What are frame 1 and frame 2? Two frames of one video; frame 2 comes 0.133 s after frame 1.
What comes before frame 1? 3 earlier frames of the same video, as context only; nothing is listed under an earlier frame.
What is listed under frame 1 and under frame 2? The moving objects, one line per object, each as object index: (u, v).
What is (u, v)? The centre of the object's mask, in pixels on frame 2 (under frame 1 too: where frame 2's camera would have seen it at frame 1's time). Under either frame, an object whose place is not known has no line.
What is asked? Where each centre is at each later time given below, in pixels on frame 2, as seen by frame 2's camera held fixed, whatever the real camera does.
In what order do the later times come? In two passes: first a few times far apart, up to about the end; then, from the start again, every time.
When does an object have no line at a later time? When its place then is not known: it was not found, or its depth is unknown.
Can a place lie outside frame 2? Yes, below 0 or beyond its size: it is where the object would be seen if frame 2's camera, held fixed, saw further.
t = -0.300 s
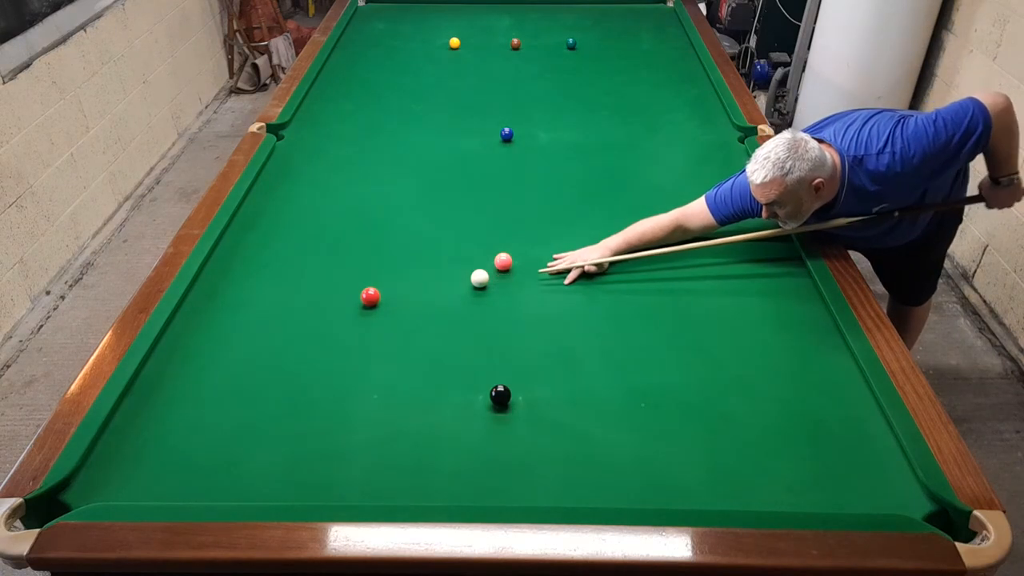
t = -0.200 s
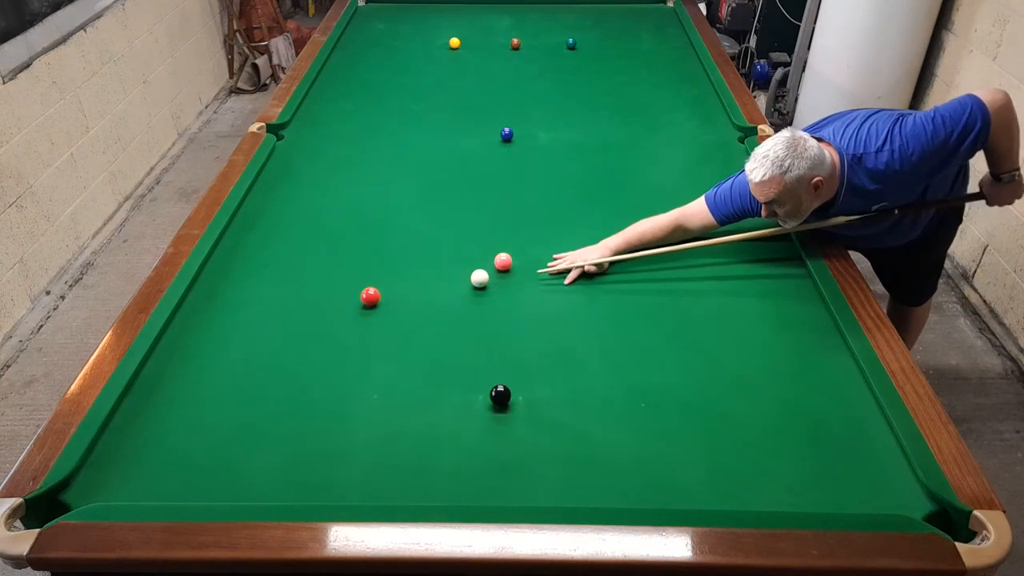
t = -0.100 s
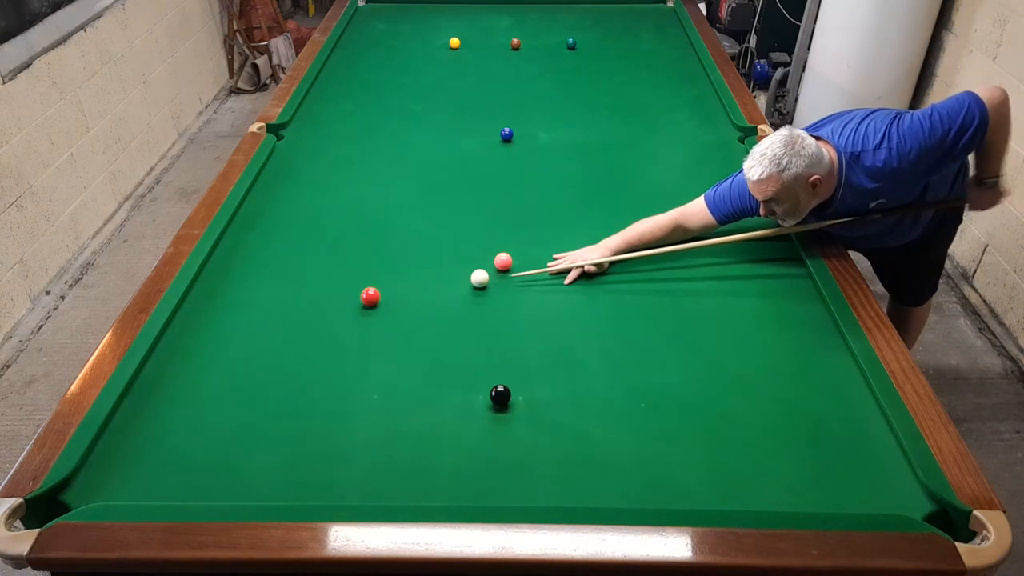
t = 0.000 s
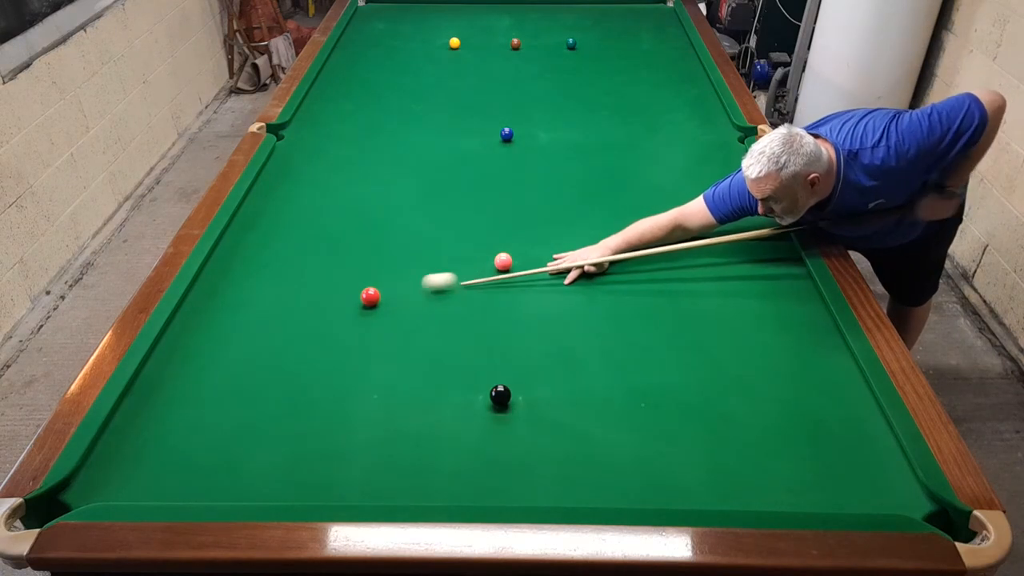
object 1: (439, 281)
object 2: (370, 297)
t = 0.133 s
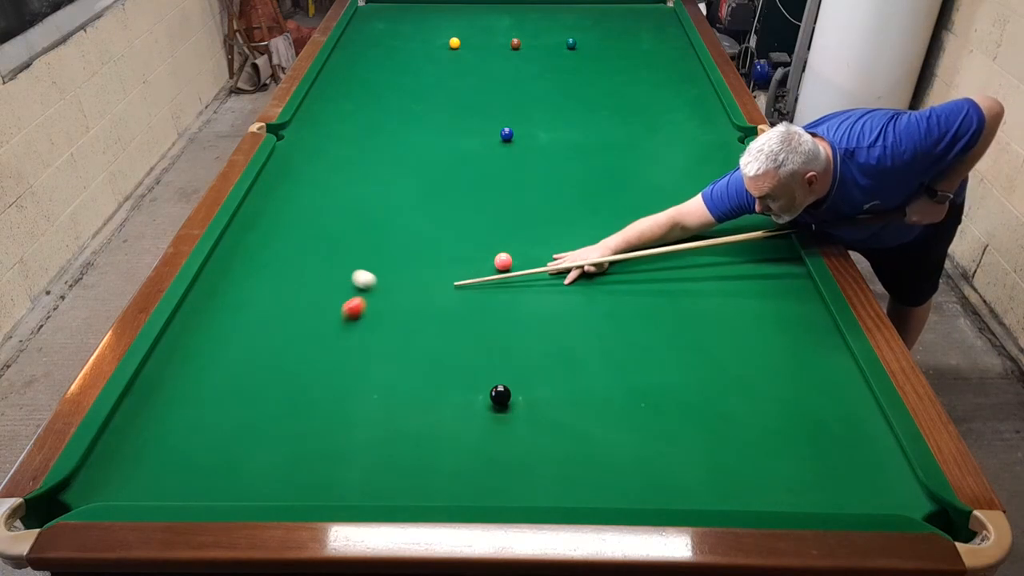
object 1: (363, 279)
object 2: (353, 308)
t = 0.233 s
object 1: (335, 267)
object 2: (325, 327)
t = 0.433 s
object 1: (300, 247)
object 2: (271, 365)
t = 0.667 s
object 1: (271, 227)
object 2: (201, 413)
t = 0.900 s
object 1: (246, 209)
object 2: (121, 467)
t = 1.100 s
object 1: (267, 197)
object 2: (49, 517)
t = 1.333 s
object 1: (292, 185)
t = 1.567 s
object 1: (314, 174)
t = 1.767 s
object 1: (331, 165)
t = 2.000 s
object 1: (348, 156)
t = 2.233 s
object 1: (364, 148)
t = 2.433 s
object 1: (376, 142)
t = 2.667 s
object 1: (389, 135)
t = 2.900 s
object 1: (400, 129)
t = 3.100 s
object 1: (408, 125)
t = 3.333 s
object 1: (417, 121)
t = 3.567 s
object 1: (425, 117)
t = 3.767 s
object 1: (430, 114)
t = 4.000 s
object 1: (436, 111)
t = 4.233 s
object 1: (441, 110)
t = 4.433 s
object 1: (444, 108)
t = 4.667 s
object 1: (448, 107)
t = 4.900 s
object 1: (450, 106)
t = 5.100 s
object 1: (451, 106)
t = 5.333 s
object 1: (452, 106)
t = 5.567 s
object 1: (452, 106)
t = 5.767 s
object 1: (452, 106)
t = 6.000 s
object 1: (452, 106)
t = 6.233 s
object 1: (452, 106)
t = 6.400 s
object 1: (452, 106)
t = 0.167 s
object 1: (353, 275)
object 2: (344, 315)
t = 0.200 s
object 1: (343, 271)
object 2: (334, 321)
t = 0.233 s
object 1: (335, 267)
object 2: (325, 327)
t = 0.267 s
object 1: (327, 263)
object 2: (317, 333)
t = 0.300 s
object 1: (320, 260)
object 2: (308, 339)
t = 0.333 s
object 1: (314, 256)
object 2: (299, 345)
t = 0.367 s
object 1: (308, 253)
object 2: (290, 352)
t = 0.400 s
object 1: (304, 250)
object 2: (281, 358)
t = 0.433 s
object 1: (300, 247)
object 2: (271, 365)
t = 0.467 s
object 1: (295, 244)
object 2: (262, 371)
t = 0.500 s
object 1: (291, 241)
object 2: (252, 378)
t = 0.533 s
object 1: (287, 238)
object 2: (242, 385)
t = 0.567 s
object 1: (283, 235)
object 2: (232, 391)
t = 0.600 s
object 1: (279, 233)
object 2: (222, 399)
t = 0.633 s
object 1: (275, 230)
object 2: (211, 406)
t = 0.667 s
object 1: (271, 227)
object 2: (201, 413)
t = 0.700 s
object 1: (267, 224)
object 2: (190, 420)
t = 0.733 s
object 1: (264, 222)
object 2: (179, 427)
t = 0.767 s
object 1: (260, 219)
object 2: (168, 435)
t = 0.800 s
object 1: (256, 217)
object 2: (157, 443)
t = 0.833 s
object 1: (253, 214)
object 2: (145, 451)
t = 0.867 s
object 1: (249, 212)
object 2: (133, 459)
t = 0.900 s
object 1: (246, 209)
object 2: (121, 467)
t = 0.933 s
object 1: (247, 207)
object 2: (109, 475)
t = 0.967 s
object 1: (252, 205)
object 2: (97, 484)
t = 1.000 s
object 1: (256, 203)
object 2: (84, 492)
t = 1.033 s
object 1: (259, 201)
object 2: (70, 500)
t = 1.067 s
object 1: (263, 199)
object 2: (58, 509)
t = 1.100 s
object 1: (267, 197)
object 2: (49, 517)
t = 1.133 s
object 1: (271, 196)
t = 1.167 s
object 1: (275, 193)
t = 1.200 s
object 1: (278, 192)
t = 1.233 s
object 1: (282, 190)
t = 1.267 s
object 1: (285, 188)
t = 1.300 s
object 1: (289, 186)
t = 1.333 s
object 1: (292, 185)
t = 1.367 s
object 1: (295, 183)
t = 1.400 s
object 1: (298, 181)
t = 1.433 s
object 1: (302, 180)
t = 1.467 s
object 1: (305, 178)
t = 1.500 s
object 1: (308, 177)
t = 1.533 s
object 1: (311, 175)
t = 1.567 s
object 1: (314, 174)
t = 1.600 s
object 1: (317, 172)
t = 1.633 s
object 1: (319, 171)
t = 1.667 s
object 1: (322, 169)
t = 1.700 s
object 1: (325, 168)
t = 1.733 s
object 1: (328, 166)
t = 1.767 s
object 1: (331, 165)
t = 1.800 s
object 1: (334, 164)
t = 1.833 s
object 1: (336, 162)
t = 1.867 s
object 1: (339, 161)
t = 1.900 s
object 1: (341, 160)
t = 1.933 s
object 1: (344, 158)
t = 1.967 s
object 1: (346, 157)
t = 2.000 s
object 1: (348, 156)
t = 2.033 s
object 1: (351, 155)
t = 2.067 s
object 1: (353, 154)
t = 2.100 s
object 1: (356, 152)
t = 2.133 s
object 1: (358, 151)
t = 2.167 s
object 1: (360, 150)
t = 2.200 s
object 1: (362, 149)
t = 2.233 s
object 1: (364, 148)
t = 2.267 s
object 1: (366, 147)
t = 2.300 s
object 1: (368, 146)
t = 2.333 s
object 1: (370, 145)
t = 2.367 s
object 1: (372, 144)
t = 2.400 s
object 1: (374, 143)
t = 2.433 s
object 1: (376, 142)
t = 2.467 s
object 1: (378, 141)
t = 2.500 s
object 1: (380, 140)
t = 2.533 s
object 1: (382, 139)
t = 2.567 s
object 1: (384, 138)
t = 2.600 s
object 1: (386, 137)
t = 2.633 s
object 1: (387, 136)
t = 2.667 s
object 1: (389, 135)
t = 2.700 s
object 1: (391, 134)
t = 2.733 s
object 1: (392, 133)
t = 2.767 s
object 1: (394, 133)
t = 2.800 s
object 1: (395, 132)
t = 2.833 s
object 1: (397, 131)
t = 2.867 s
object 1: (398, 130)
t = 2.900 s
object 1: (400, 129)
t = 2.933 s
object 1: (401, 129)
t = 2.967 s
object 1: (403, 128)
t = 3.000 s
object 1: (404, 127)
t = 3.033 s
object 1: (406, 127)
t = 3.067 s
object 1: (407, 126)
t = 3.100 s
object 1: (408, 125)
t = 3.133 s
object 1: (410, 125)
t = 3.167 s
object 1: (411, 124)
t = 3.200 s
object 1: (412, 123)
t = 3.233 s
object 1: (413, 122)
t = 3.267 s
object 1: (415, 122)
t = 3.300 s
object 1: (416, 121)
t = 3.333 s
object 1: (417, 121)
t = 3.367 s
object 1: (418, 120)
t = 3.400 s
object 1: (419, 120)
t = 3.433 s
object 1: (420, 119)
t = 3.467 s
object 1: (421, 119)
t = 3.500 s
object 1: (423, 118)
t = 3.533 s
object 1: (424, 118)
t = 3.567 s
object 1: (425, 117)
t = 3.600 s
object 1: (425, 117)
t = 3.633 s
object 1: (426, 116)
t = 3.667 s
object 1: (427, 116)
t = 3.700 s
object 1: (428, 115)
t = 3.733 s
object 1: (429, 115)
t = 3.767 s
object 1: (430, 114)
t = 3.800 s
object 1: (431, 114)
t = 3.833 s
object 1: (432, 113)
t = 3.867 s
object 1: (433, 113)
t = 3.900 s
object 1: (433, 113)
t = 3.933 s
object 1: (434, 112)
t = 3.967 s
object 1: (435, 112)
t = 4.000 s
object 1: (436, 111)
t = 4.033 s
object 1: (437, 111)
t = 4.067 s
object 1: (437, 111)
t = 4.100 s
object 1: (438, 111)
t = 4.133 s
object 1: (439, 110)
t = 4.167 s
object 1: (439, 110)
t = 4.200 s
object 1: (440, 110)
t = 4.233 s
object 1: (441, 110)
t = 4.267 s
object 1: (441, 109)
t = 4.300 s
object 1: (442, 109)
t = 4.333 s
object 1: (443, 109)
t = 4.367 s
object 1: (443, 108)
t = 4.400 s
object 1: (444, 108)
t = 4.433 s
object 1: (444, 108)
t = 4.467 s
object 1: (445, 108)
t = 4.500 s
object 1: (445, 108)
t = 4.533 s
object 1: (446, 107)
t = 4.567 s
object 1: (446, 107)
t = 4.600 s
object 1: (447, 107)
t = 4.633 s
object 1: (447, 107)
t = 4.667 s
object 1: (448, 107)
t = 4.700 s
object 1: (448, 107)
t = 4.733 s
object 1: (448, 107)
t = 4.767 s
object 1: (449, 106)
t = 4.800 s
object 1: (449, 106)
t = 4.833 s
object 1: (449, 106)
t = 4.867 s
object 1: (450, 106)
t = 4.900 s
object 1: (450, 106)
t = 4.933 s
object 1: (450, 106)
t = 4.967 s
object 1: (450, 106)
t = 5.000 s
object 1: (450, 106)
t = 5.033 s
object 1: (451, 106)
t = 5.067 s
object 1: (451, 106)
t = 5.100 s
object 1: (451, 106)
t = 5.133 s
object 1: (451, 106)
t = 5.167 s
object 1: (451, 106)
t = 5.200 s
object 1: (451, 106)
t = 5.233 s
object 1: (451, 106)
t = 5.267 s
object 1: (452, 106)
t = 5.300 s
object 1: (452, 106)
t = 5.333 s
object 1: (452, 106)
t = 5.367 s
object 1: (452, 106)
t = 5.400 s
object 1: (452, 106)
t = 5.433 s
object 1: (452, 106)
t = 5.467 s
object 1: (452, 106)
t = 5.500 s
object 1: (452, 106)
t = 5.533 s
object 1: (452, 106)
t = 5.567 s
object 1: (452, 106)
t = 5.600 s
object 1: (452, 106)
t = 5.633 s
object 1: (452, 106)
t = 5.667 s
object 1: (452, 106)
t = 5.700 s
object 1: (452, 106)
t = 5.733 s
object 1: (452, 106)
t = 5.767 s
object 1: (452, 106)
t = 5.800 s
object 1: (452, 106)
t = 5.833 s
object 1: (452, 106)
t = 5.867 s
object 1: (452, 106)
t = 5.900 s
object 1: (452, 106)
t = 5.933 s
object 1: (452, 106)
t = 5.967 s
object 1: (452, 106)
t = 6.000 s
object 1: (452, 106)
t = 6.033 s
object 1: (452, 106)
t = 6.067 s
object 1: (452, 106)
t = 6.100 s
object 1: (452, 106)
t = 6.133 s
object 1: (452, 106)
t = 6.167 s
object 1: (452, 106)
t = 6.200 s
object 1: (452, 106)
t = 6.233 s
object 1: (452, 106)
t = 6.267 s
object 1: (452, 106)
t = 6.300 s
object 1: (452, 106)
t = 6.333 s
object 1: (452, 106)
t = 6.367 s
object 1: (452, 106)
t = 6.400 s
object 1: (452, 106)
